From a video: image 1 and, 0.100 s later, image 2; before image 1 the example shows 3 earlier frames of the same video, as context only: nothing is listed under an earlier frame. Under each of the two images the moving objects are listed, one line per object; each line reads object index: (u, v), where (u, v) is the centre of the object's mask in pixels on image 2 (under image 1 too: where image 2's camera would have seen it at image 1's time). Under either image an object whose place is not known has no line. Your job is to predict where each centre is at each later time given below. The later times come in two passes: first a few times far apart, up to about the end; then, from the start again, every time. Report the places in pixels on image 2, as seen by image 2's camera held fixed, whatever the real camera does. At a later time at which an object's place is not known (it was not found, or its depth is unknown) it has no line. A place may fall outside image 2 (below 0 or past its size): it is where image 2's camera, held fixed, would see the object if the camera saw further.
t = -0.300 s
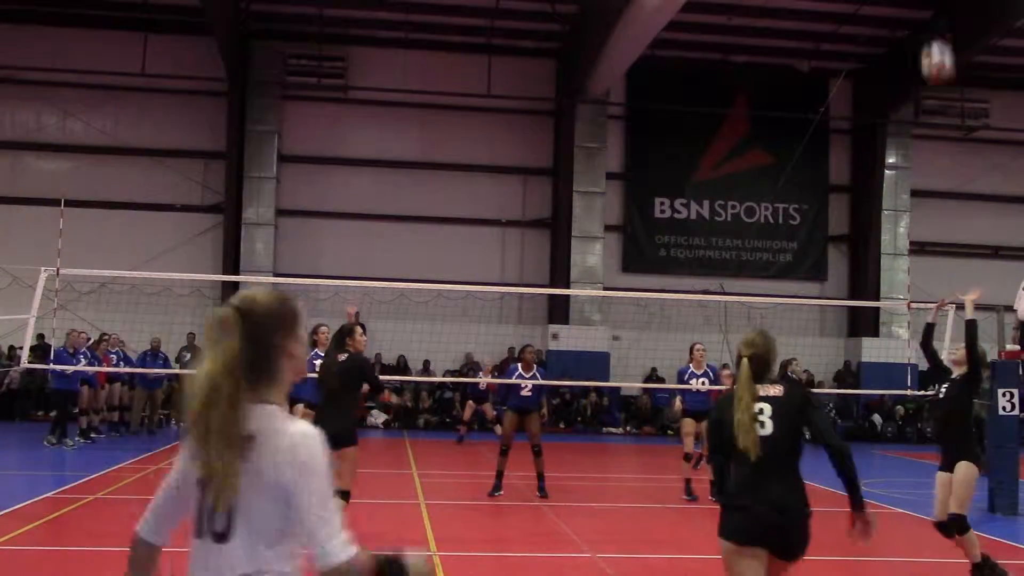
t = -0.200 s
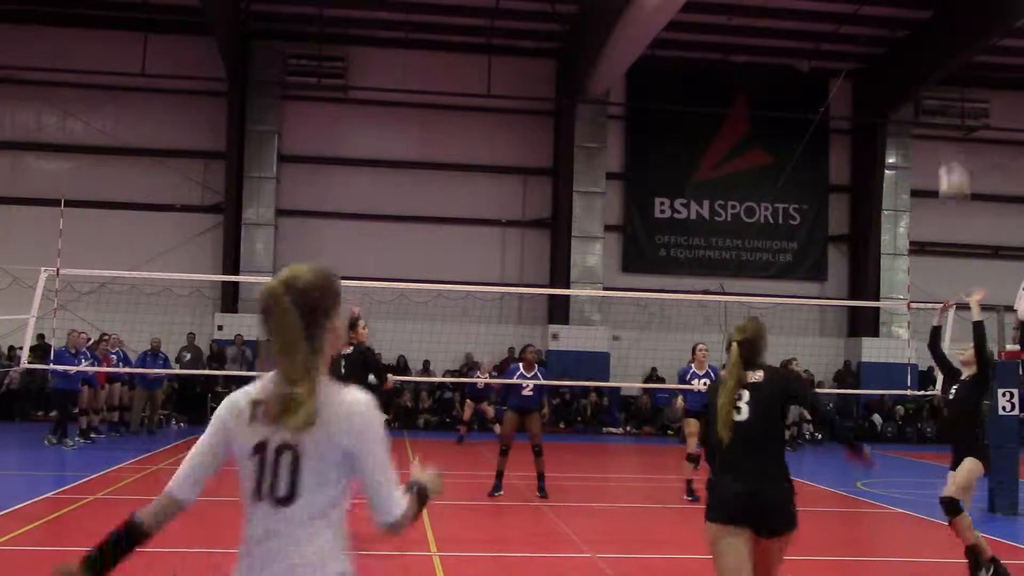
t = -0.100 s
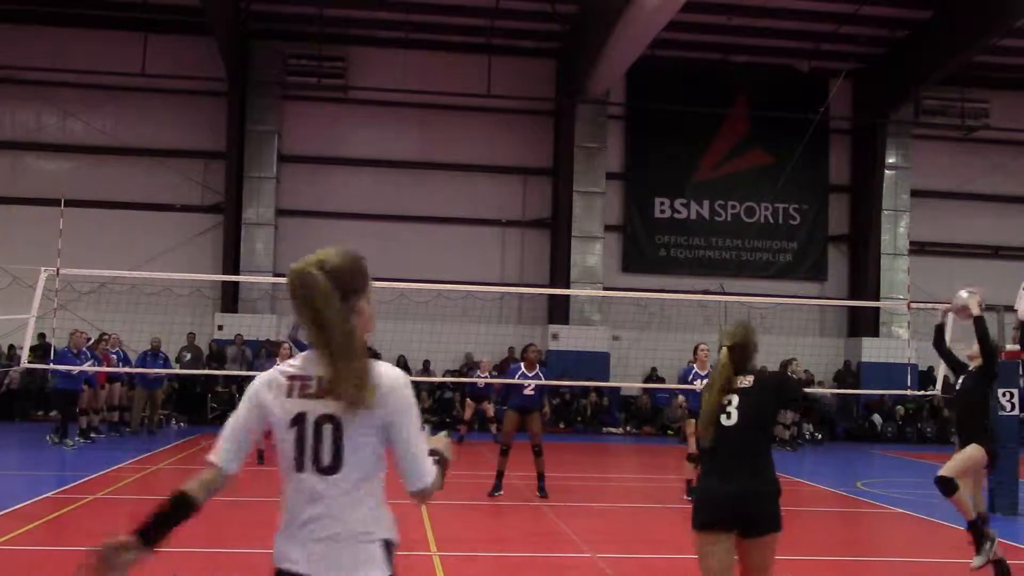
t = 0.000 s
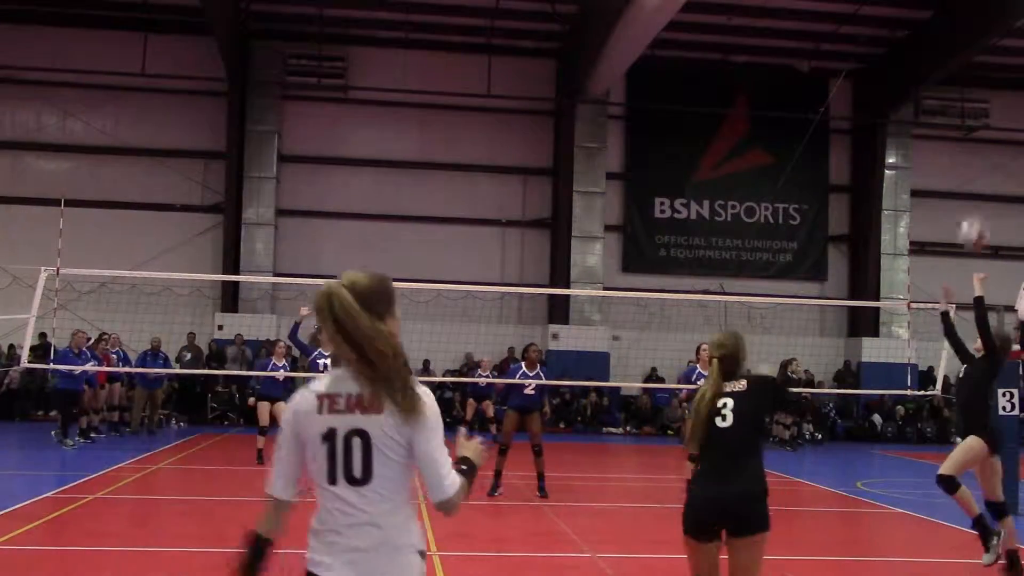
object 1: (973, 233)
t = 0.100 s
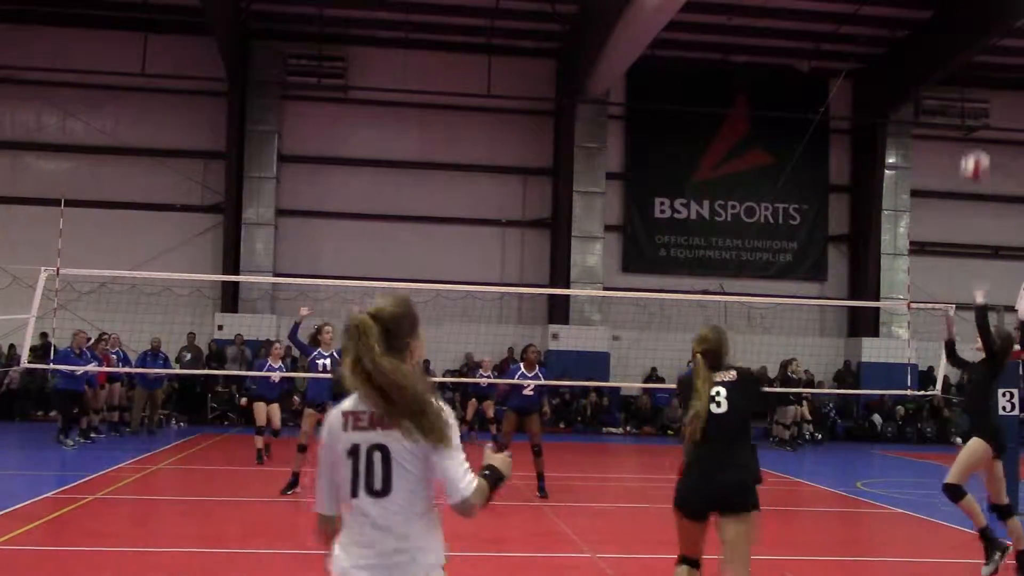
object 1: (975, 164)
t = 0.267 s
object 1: (979, 90)
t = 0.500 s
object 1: (985, 47)
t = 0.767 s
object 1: (988, 73)
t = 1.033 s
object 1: (993, 170)
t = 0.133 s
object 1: (976, 147)
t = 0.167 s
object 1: (977, 130)
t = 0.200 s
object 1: (978, 116)
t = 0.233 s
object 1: (978, 103)
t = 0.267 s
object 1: (979, 90)
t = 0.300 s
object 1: (980, 79)
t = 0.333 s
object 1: (981, 71)
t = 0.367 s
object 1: (981, 63)
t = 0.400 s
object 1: (982, 57)
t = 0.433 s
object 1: (983, 53)
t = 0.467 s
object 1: (984, 49)
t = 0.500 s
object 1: (985, 47)
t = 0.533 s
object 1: (985, 46)
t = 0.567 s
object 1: (985, 46)
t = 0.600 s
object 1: (986, 48)
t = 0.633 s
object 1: (986, 51)
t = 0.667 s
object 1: (987, 55)
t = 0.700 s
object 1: (988, 60)
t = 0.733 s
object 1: (988, 66)
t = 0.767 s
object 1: (988, 73)
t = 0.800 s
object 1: (989, 82)
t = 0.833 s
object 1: (989, 91)
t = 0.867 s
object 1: (990, 102)
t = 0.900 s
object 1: (991, 114)
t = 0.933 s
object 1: (991, 126)
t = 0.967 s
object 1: (992, 141)
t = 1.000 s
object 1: (993, 155)
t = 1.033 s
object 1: (993, 170)
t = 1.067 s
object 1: (992, 188)
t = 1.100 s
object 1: (992, 206)
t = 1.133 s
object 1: (993, 222)
